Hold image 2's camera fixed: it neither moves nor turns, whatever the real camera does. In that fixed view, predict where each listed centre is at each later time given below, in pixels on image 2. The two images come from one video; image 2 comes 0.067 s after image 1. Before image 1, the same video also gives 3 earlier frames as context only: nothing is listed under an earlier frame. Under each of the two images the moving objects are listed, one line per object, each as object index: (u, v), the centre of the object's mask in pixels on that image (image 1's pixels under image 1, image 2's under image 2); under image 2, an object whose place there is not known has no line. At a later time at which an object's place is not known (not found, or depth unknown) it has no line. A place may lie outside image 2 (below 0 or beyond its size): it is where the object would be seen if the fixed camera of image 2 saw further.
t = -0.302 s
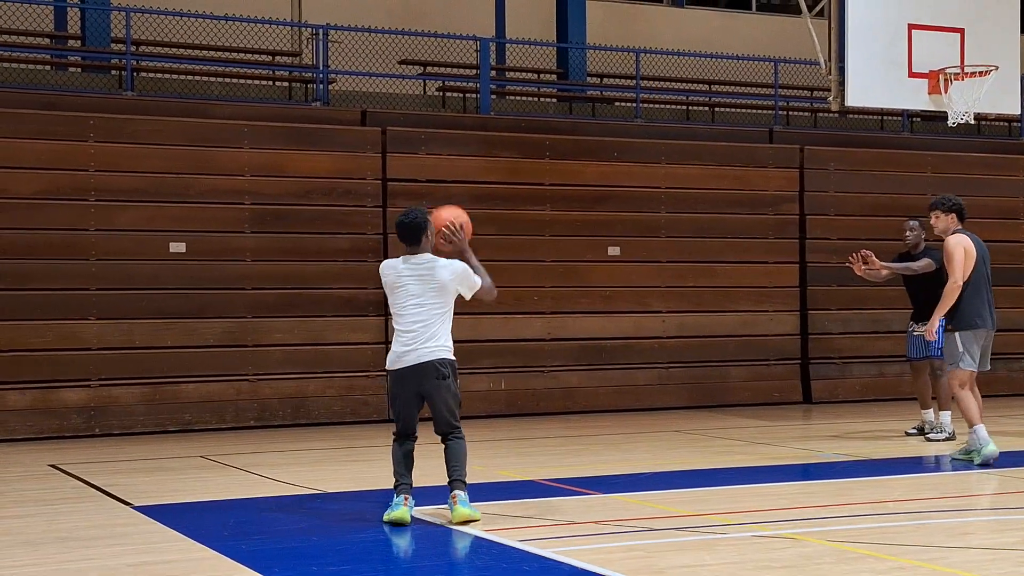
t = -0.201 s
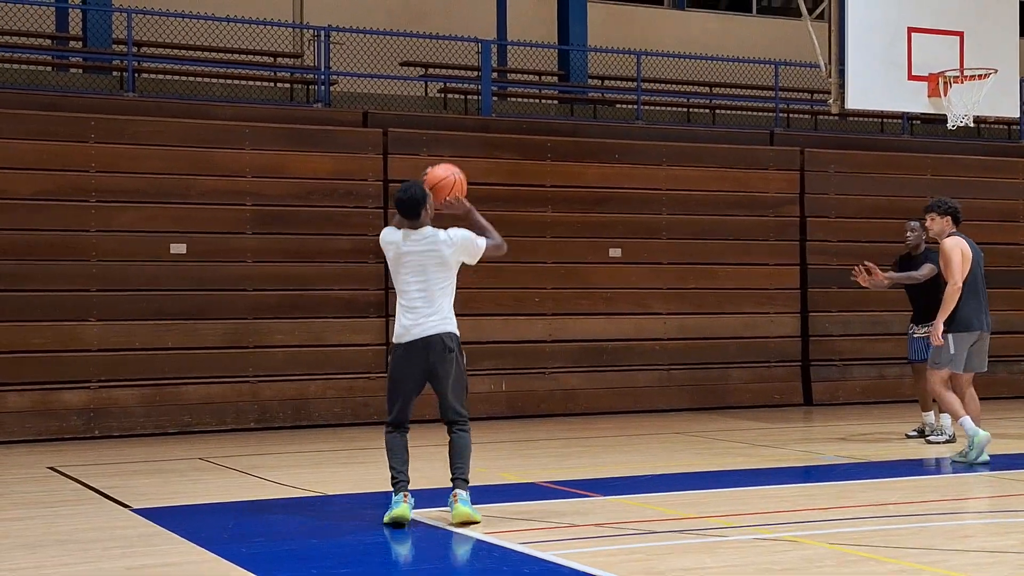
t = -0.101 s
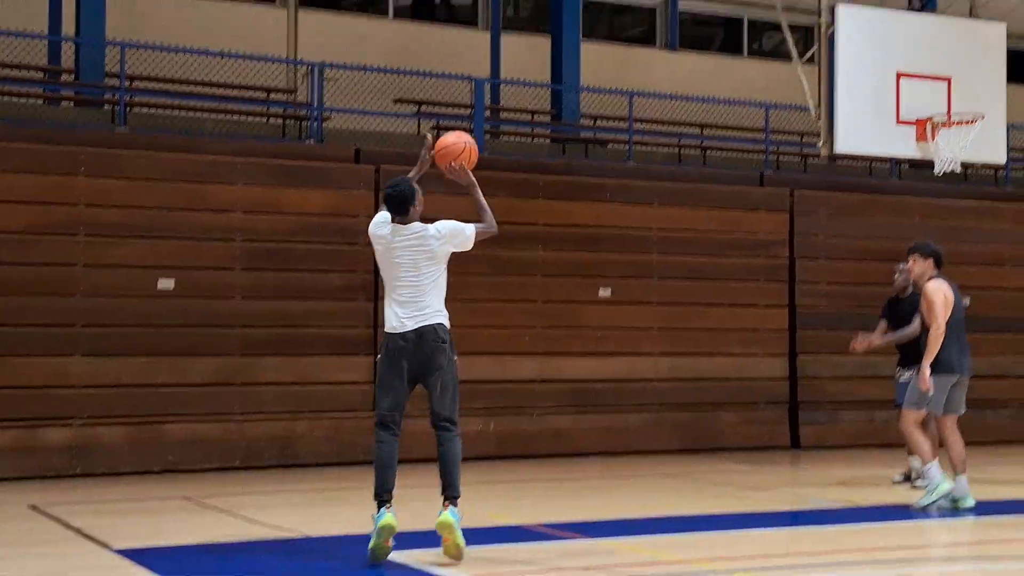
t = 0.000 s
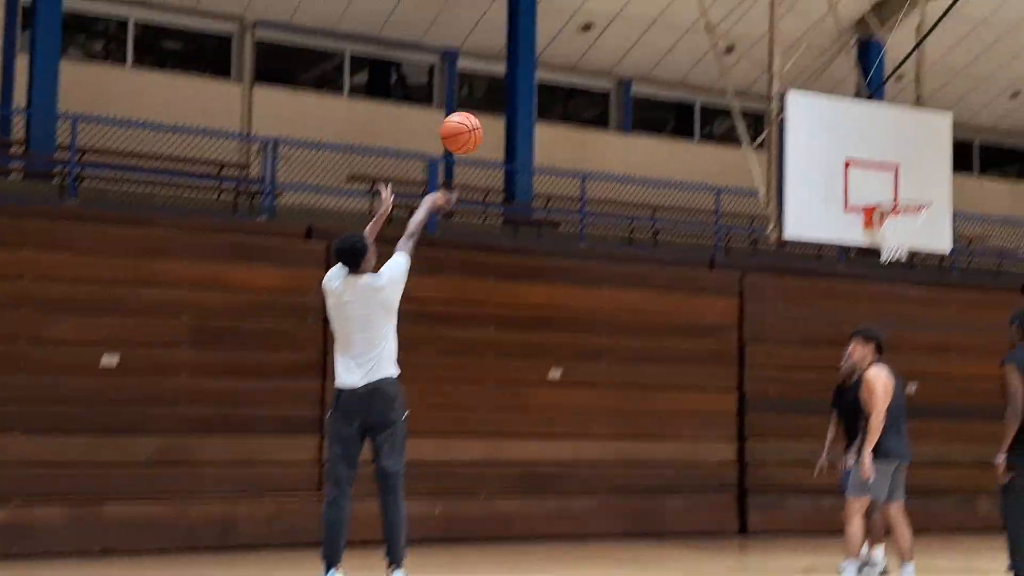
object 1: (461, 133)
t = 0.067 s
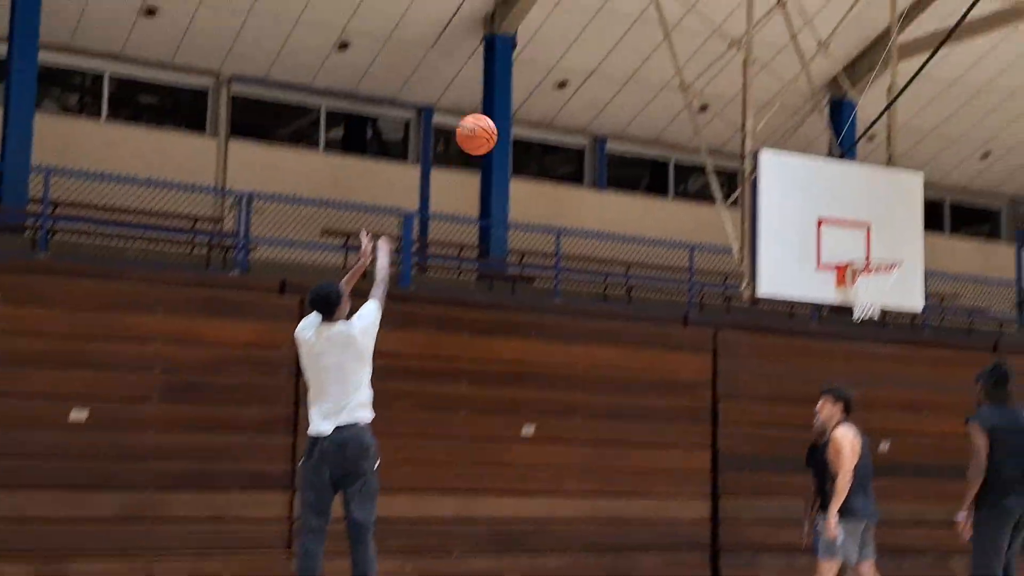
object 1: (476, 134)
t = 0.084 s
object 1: (487, 122)
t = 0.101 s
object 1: (497, 111)
